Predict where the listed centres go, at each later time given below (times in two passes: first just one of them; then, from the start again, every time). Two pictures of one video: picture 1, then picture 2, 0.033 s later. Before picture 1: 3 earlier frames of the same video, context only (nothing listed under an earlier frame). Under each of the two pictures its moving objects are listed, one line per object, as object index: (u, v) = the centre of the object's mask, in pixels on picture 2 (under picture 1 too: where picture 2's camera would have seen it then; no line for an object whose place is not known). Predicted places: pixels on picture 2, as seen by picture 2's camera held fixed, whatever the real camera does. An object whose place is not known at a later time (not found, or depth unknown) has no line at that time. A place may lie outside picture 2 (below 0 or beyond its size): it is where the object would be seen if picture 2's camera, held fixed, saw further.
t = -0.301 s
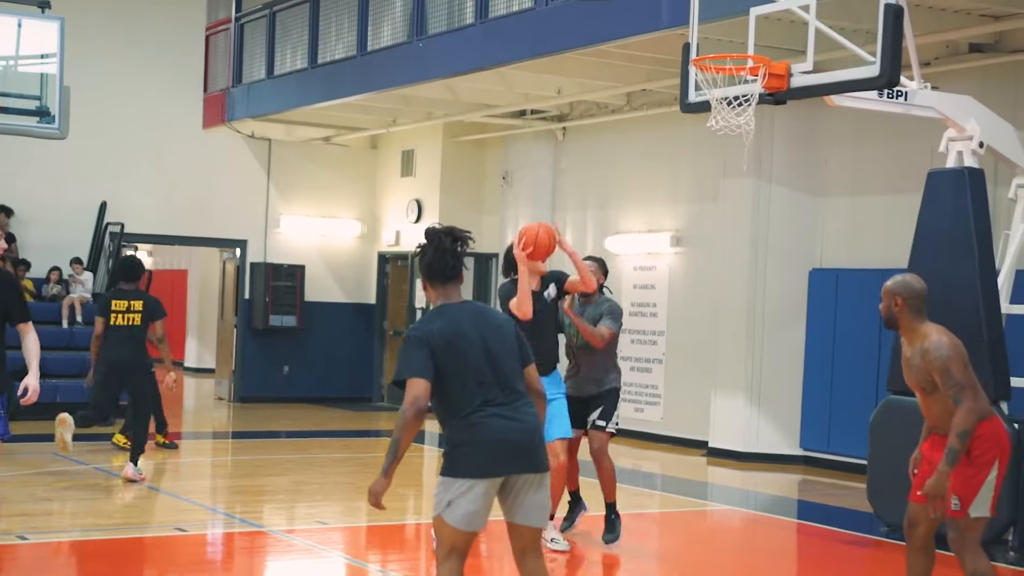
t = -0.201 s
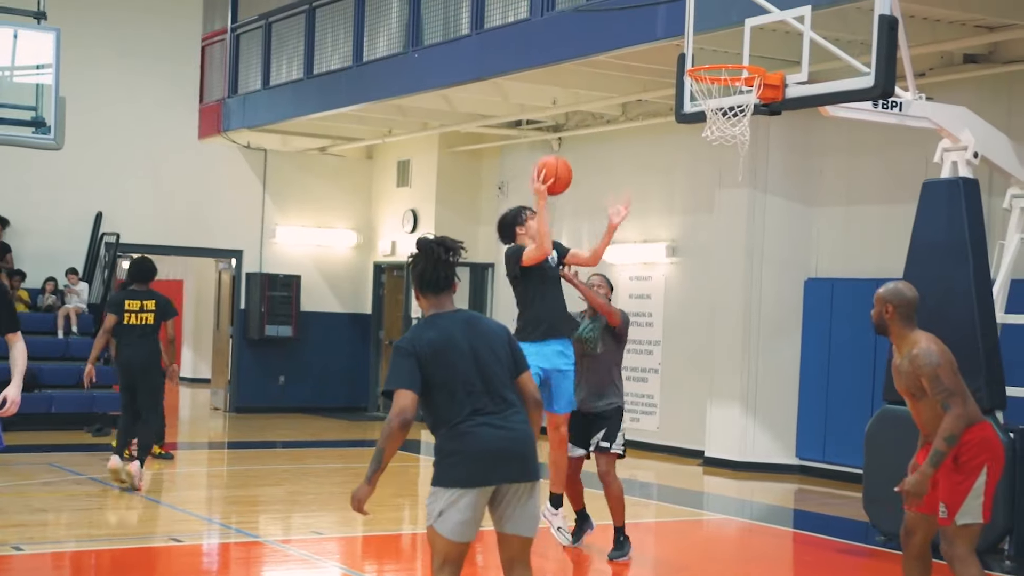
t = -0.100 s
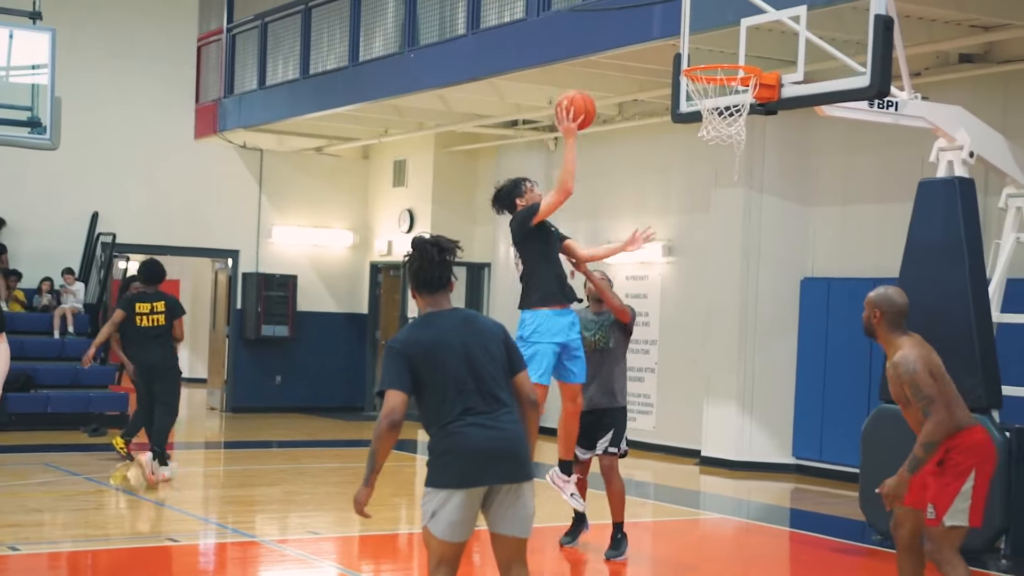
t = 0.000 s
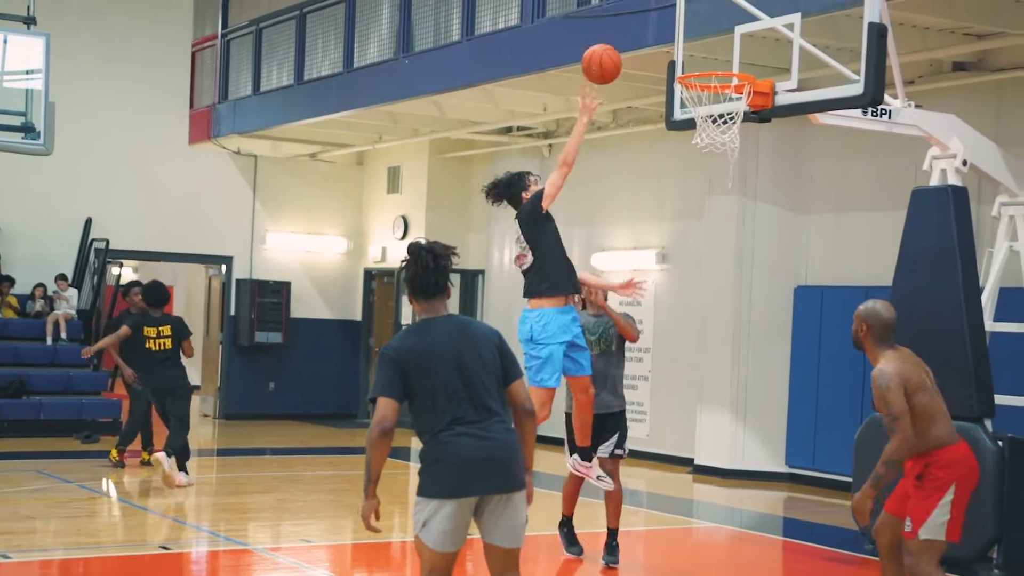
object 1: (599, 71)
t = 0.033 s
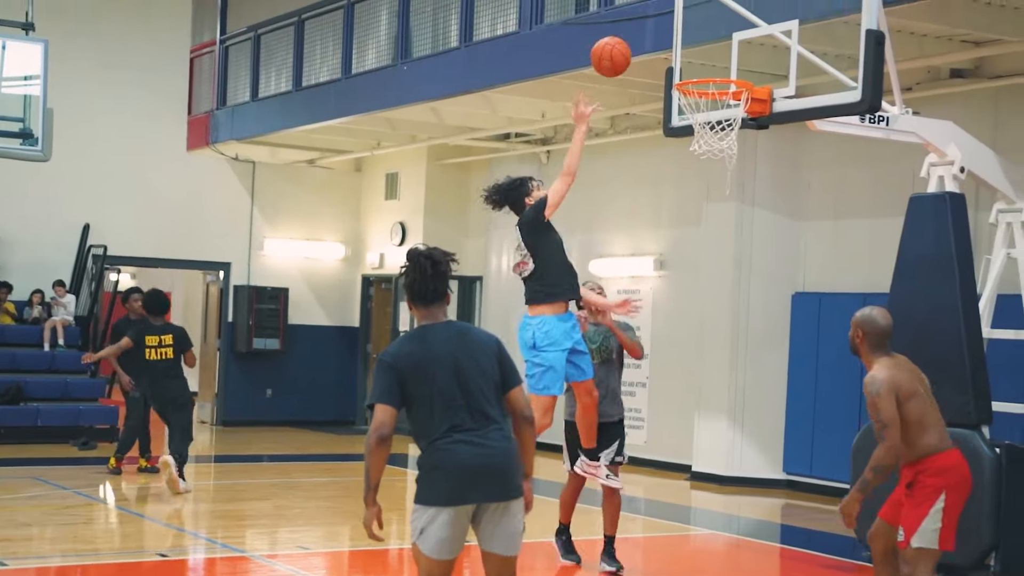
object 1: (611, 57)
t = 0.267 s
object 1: (688, 10)
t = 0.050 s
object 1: (617, 50)
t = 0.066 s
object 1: (623, 44)
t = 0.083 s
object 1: (629, 38)
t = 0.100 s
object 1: (635, 33)
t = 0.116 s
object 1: (640, 29)
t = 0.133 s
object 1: (646, 25)
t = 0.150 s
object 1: (651, 21)
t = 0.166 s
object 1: (656, 18)
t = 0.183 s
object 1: (662, 15)
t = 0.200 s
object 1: (668, 14)
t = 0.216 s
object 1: (674, 12)
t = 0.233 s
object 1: (679, 11)
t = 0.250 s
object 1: (683, 10)
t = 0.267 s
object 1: (688, 10)
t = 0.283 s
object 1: (693, 11)
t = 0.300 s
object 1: (697, 12)
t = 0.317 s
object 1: (701, 13)
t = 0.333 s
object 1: (705, 15)
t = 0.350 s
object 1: (709, 18)
